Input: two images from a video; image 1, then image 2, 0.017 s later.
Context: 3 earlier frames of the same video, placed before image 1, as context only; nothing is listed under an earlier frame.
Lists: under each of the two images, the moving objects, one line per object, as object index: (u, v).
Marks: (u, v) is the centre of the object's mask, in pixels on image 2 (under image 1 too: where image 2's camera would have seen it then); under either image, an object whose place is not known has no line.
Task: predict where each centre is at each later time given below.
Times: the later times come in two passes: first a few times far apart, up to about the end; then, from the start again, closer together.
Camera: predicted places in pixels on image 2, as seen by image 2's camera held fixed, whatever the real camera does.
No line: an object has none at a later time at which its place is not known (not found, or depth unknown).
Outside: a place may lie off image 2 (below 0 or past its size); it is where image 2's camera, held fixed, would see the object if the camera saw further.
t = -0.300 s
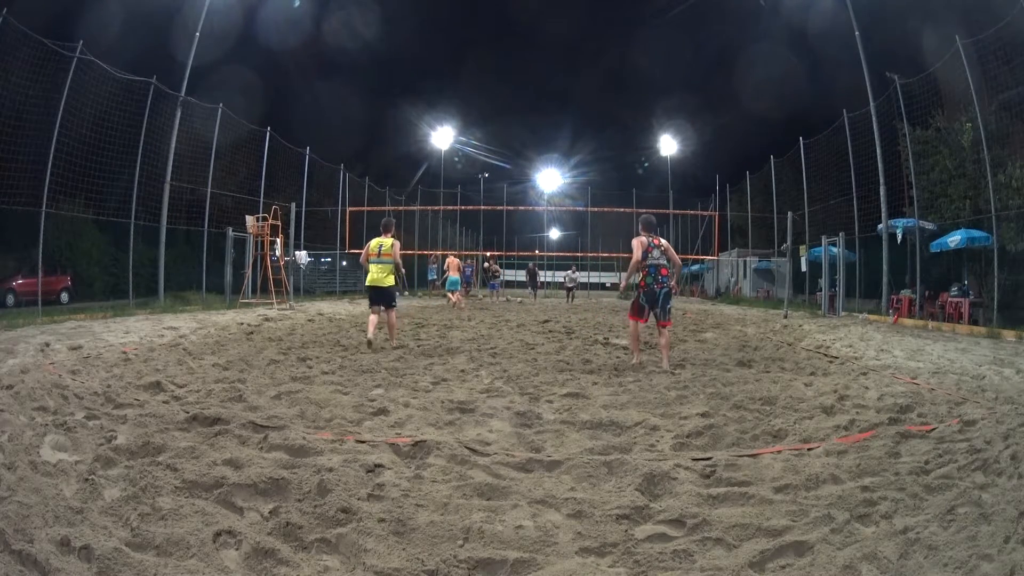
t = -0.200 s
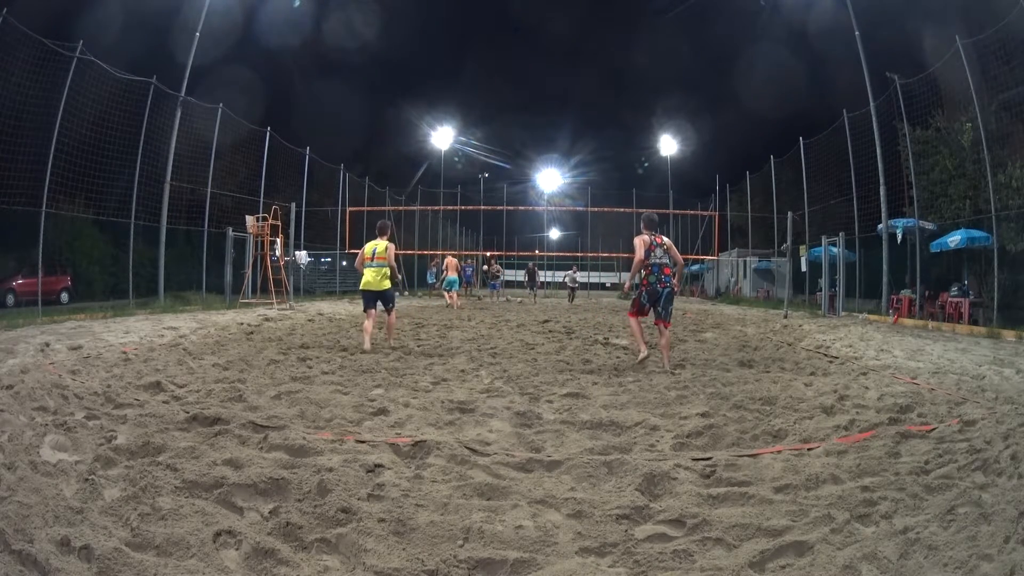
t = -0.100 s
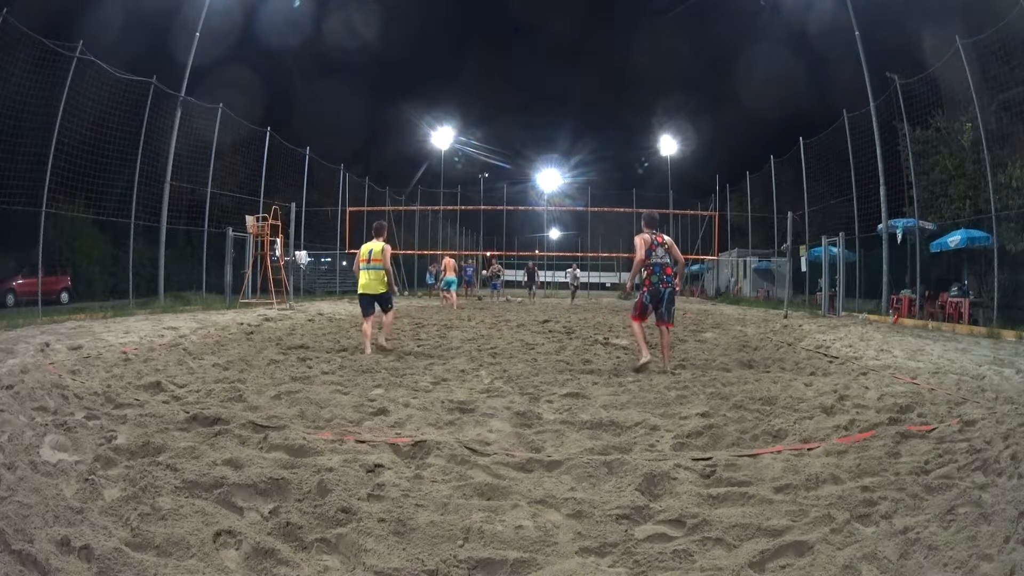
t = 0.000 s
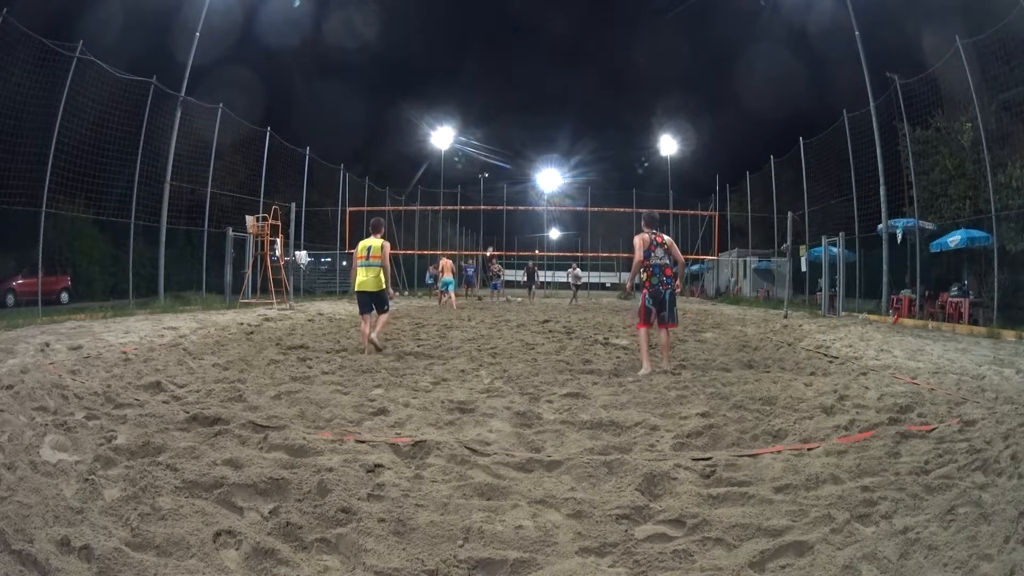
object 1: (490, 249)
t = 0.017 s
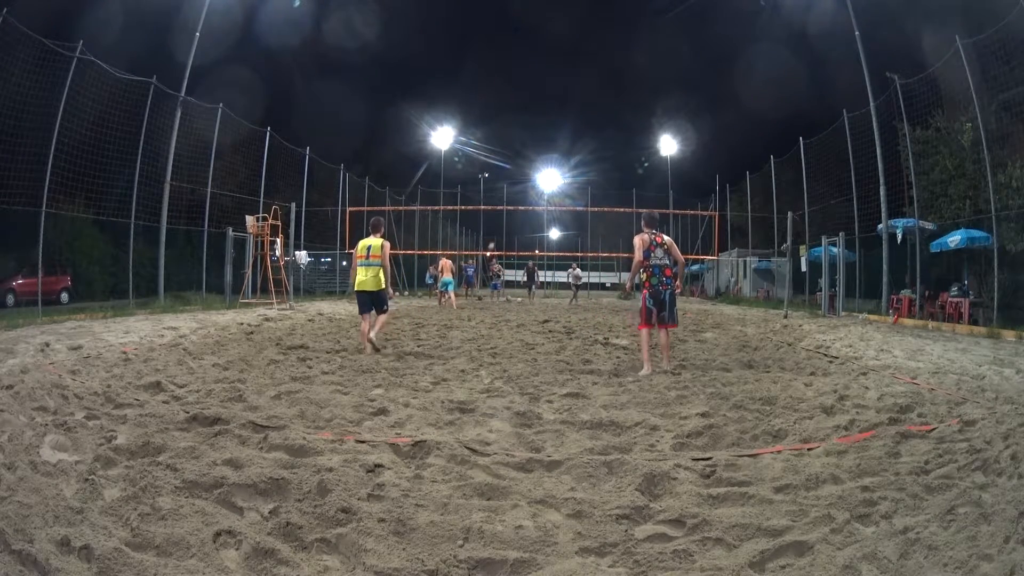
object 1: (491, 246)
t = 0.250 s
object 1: (509, 192)
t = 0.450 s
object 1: (528, 155)
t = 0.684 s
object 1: (552, 121)
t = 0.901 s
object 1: (577, 102)
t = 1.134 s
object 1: (608, 97)
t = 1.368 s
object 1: (645, 115)
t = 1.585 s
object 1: (686, 159)
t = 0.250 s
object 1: (509, 192)
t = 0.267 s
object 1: (511, 188)
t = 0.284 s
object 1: (512, 186)
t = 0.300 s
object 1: (514, 182)
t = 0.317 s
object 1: (515, 179)
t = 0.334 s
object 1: (517, 175)
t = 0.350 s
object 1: (518, 172)
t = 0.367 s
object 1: (520, 169)
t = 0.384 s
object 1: (521, 166)
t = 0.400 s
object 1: (523, 163)
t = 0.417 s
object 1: (524, 160)
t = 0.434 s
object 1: (526, 158)
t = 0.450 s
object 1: (528, 155)
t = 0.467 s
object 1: (529, 152)
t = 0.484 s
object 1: (531, 149)
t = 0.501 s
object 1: (533, 146)
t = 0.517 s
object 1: (534, 144)
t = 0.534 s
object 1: (536, 141)
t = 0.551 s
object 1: (537, 139)
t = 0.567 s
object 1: (539, 136)
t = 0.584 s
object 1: (541, 134)
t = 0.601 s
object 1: (543, 132)
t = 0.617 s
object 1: (544, 130)
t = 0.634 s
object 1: (546, 127)
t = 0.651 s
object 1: (548, 125)
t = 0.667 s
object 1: (550, 123)
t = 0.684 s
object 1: (552, 121)
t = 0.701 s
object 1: (553, 119)
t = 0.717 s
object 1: (555, 117)
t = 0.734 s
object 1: (557, 116)
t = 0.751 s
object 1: (559, 114)
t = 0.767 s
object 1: (561, 112)
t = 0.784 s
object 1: (563, 110)
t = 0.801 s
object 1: (565, 109)
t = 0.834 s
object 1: (569, 106)
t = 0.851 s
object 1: (571, 105)
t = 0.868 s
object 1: (573, 104)
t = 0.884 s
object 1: (575, 103)
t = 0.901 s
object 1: (577, 102)
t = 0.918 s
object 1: (579, 101)
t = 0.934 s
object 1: (581, 100)
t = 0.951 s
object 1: (583, 99)
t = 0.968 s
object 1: (586, 98)
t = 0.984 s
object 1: (588, 98)
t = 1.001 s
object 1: (590, 97)
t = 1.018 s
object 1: (592, 97)
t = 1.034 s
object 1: (594, 97)
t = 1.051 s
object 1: (597, 96)
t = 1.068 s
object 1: (599, 96)
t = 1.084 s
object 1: (601, 97)
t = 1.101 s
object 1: (604, 96)
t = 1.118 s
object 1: (605, 96)
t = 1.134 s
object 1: (608, 97)
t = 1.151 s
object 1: (611, 97)
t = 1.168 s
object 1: (613, 98)
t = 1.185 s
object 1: (616, 99)
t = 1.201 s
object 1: (618, 100)
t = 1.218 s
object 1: (621, 101)
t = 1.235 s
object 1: (624, 102)
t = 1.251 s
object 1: (626, 103)
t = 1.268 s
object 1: (629, 104)
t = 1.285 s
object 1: (632, 106)
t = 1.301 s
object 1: (634, 107)
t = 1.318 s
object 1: (637, 109)
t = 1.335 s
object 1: (640, 111)
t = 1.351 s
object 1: (643, 113)
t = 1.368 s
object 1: (645, 115)
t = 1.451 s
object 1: (660, 128)
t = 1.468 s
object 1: (663, 131)
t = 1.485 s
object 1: (666, 133)
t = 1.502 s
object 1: (670, 136)
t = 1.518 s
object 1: (673, 138)
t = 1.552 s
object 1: (681, 148)
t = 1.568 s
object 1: (682, 153)
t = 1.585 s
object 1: (686, 159)
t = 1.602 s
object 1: (689, 164)
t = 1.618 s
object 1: (693, 169)
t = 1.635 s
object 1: (696, 174)
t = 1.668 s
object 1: (703, 185)
